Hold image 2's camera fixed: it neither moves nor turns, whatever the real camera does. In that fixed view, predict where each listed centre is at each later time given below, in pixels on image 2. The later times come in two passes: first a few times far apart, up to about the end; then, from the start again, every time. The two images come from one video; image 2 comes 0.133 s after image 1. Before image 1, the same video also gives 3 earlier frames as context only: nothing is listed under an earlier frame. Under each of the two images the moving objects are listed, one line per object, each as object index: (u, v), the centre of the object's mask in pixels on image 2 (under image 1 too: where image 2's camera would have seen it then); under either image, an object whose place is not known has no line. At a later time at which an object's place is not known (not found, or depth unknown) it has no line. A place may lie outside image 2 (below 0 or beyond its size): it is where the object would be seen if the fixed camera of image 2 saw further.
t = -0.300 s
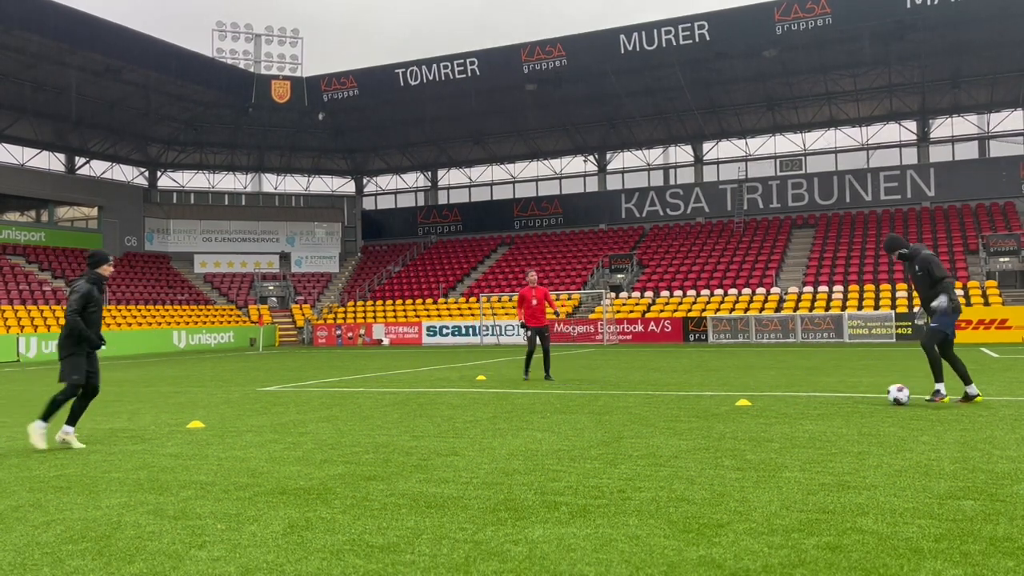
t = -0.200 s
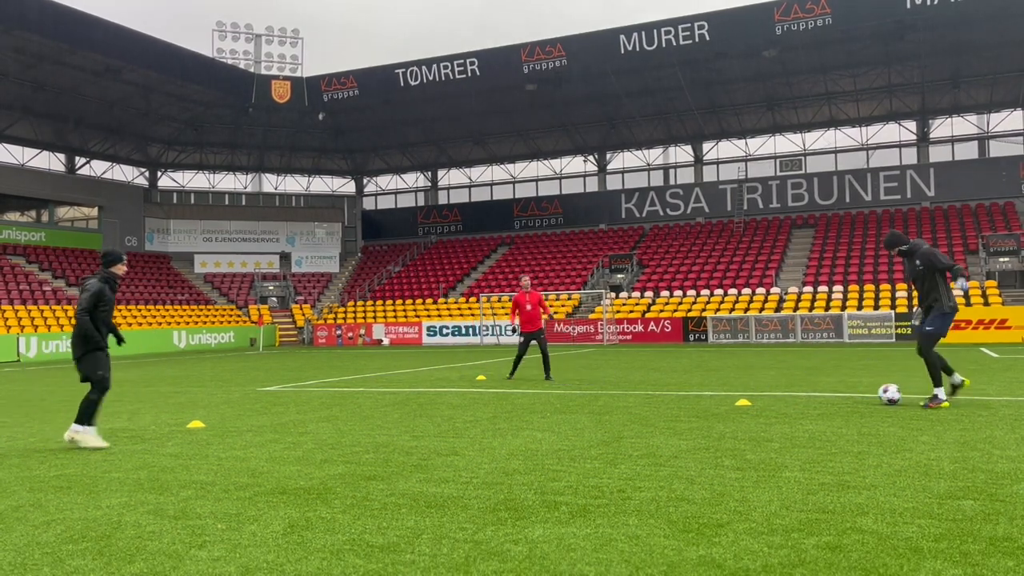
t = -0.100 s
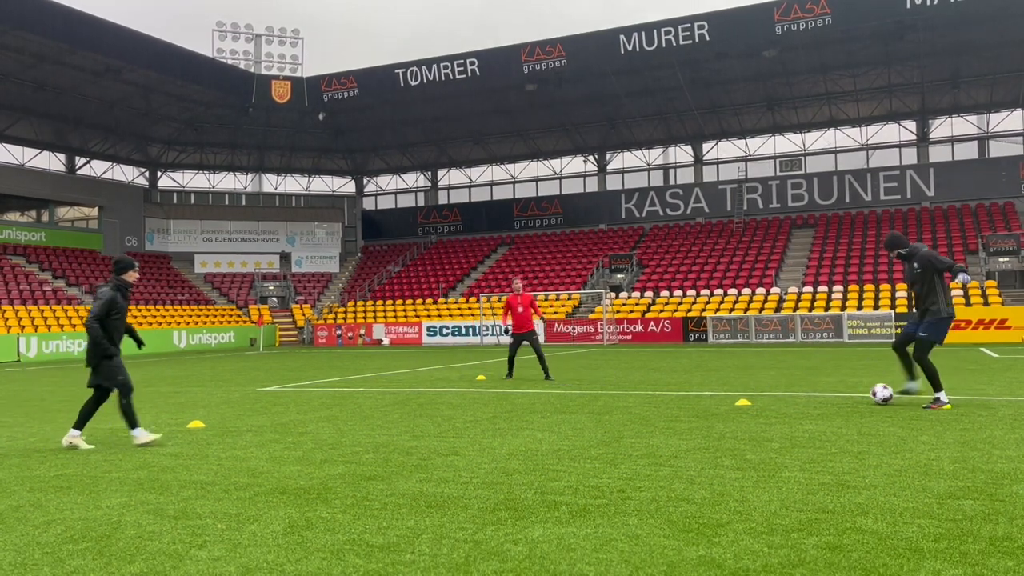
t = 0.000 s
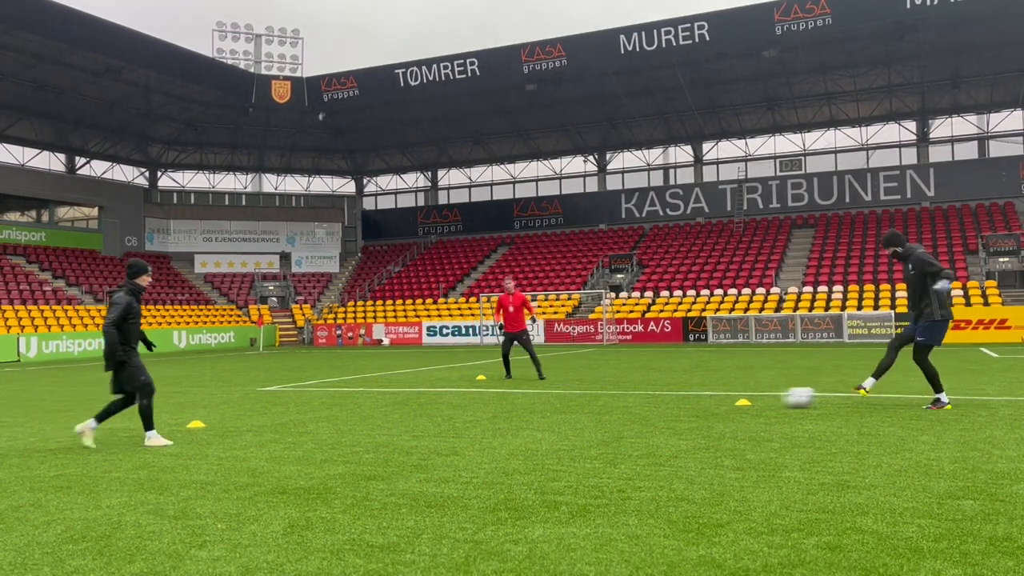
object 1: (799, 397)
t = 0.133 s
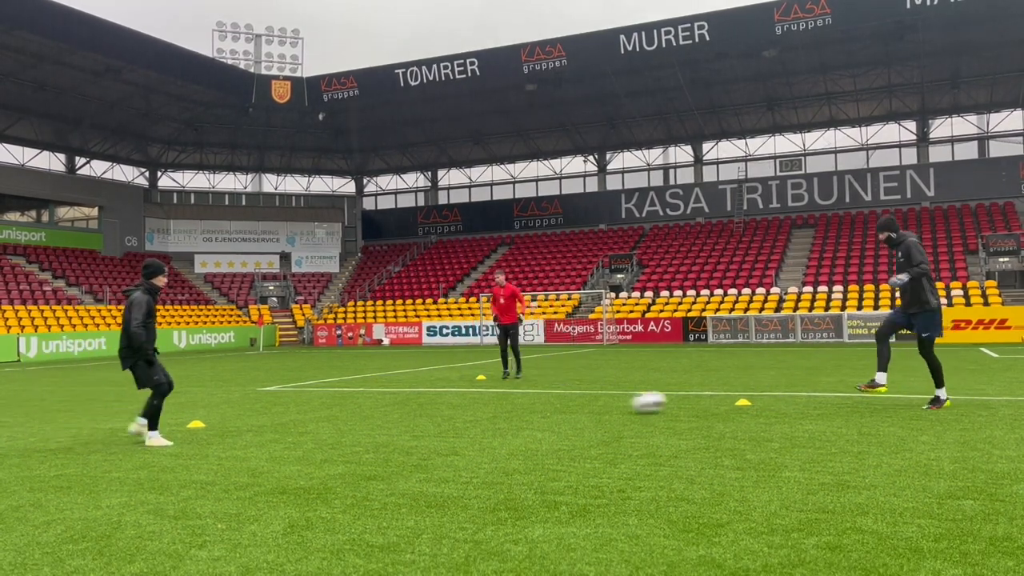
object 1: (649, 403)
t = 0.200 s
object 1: (574, 405)
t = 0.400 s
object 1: (349, 416)
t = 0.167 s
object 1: (612, 404)
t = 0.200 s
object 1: (574, 405)
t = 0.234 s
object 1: (537, 406)
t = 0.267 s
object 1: (499, 408)
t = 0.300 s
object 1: (461, 411)
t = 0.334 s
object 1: (424, 412)
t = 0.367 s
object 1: (387, 414)
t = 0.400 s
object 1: (349, 416)
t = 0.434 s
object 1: (311, 419)
